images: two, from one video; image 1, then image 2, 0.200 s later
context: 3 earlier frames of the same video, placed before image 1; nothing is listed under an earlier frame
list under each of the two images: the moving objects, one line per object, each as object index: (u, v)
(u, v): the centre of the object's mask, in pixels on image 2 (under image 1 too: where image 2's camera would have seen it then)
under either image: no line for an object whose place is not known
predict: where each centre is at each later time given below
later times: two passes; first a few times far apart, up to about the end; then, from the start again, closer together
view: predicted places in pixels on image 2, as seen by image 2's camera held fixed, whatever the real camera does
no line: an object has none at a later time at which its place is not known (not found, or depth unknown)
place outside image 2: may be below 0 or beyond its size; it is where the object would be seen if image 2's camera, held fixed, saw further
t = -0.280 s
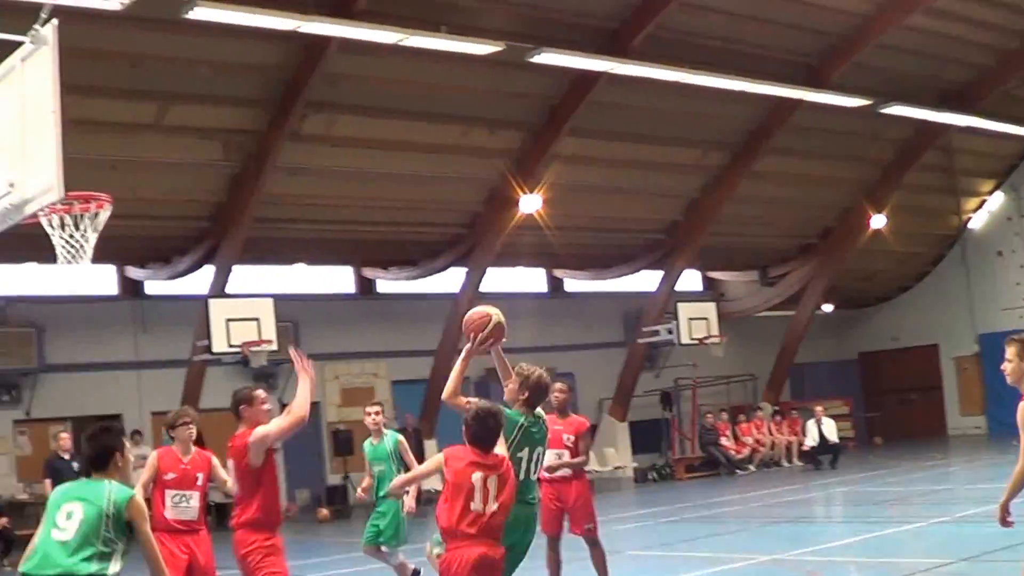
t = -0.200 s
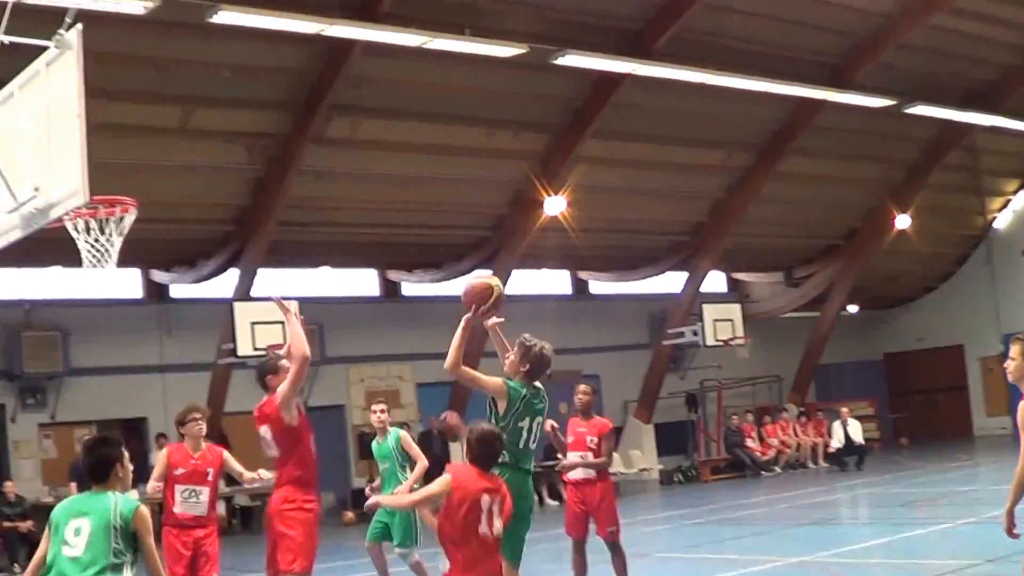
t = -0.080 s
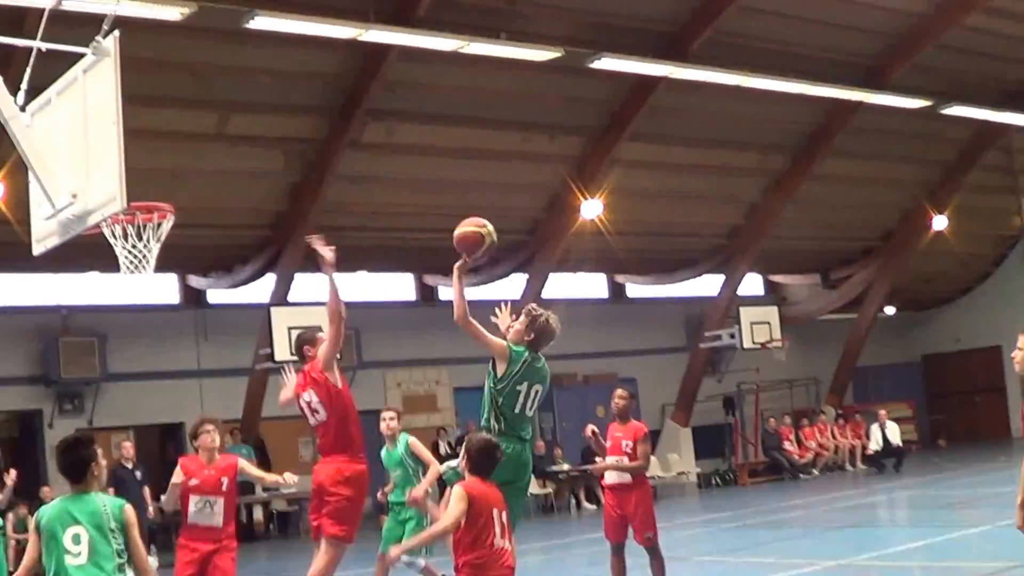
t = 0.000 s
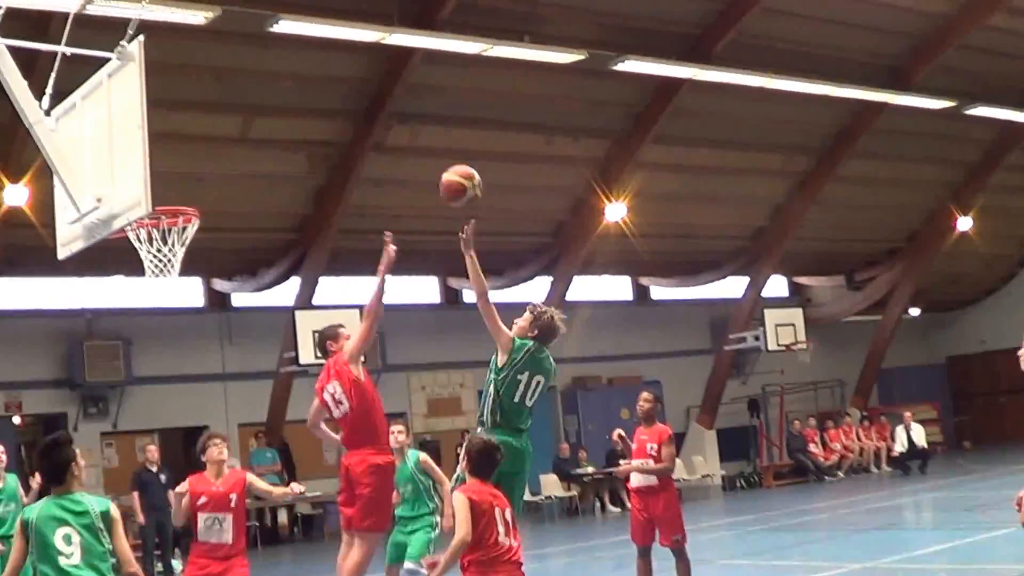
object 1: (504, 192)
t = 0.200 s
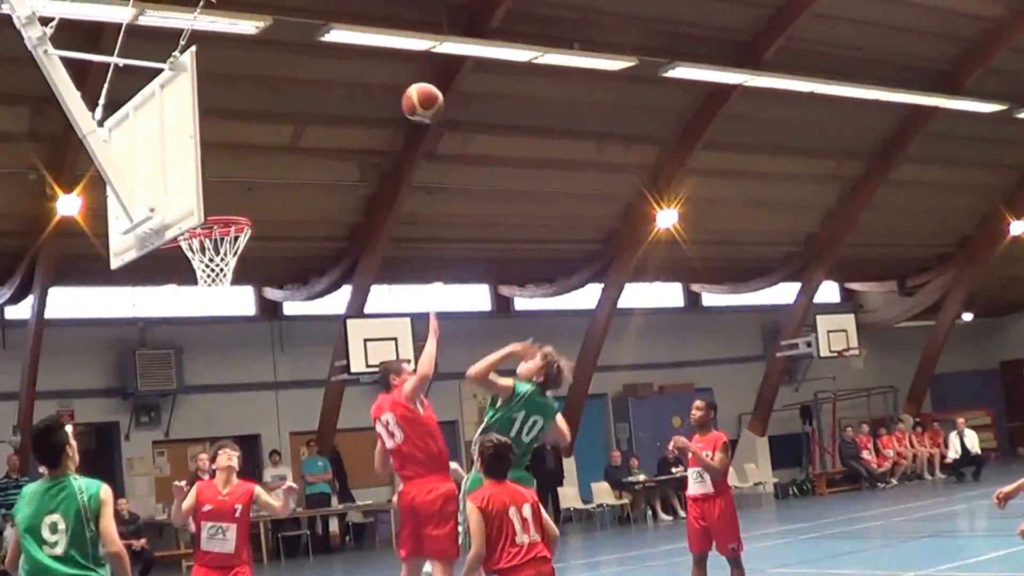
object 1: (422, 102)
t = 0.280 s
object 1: (391, 85)
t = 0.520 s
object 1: (307, 92)
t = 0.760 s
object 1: (233, 182)
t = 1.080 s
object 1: (204, 291)
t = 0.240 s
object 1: (407, 93)
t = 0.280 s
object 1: (391, 85)
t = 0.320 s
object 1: (376, 80)
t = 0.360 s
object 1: (361, 78)
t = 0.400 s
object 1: (347, 77)
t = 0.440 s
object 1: (334, 80)
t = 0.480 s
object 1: (320, 85)
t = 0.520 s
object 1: (307, 92)
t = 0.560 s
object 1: (293, 101)
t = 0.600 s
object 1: (281, 113)
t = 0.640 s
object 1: (269, 127)
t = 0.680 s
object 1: (257, 143)
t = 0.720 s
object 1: (245, 162)
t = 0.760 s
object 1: (233, 182)
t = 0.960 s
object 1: (198, 266)
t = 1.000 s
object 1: (202, 271)
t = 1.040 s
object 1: (202, 280)
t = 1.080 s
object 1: (204, 291)
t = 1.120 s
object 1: (205, 307)
